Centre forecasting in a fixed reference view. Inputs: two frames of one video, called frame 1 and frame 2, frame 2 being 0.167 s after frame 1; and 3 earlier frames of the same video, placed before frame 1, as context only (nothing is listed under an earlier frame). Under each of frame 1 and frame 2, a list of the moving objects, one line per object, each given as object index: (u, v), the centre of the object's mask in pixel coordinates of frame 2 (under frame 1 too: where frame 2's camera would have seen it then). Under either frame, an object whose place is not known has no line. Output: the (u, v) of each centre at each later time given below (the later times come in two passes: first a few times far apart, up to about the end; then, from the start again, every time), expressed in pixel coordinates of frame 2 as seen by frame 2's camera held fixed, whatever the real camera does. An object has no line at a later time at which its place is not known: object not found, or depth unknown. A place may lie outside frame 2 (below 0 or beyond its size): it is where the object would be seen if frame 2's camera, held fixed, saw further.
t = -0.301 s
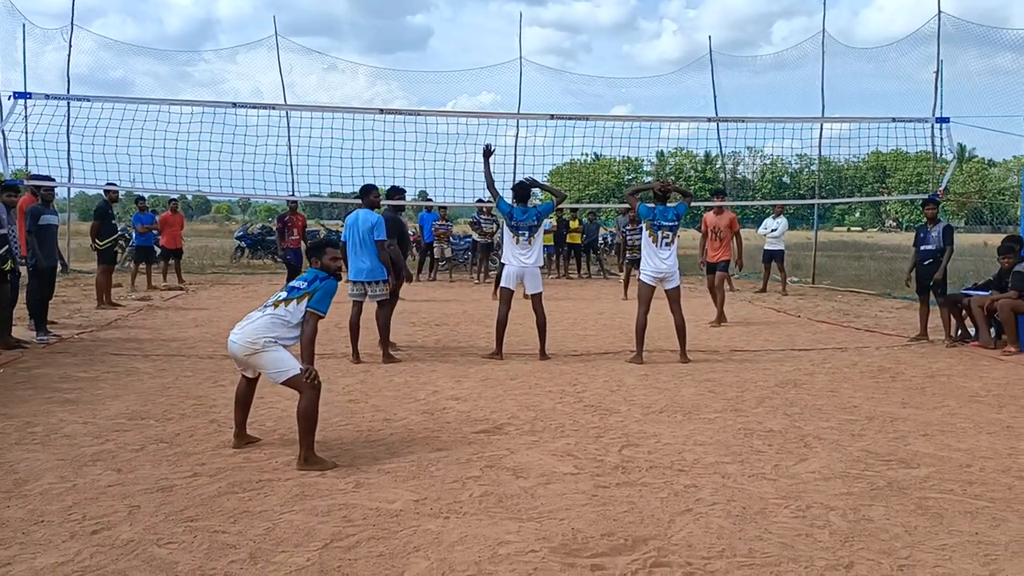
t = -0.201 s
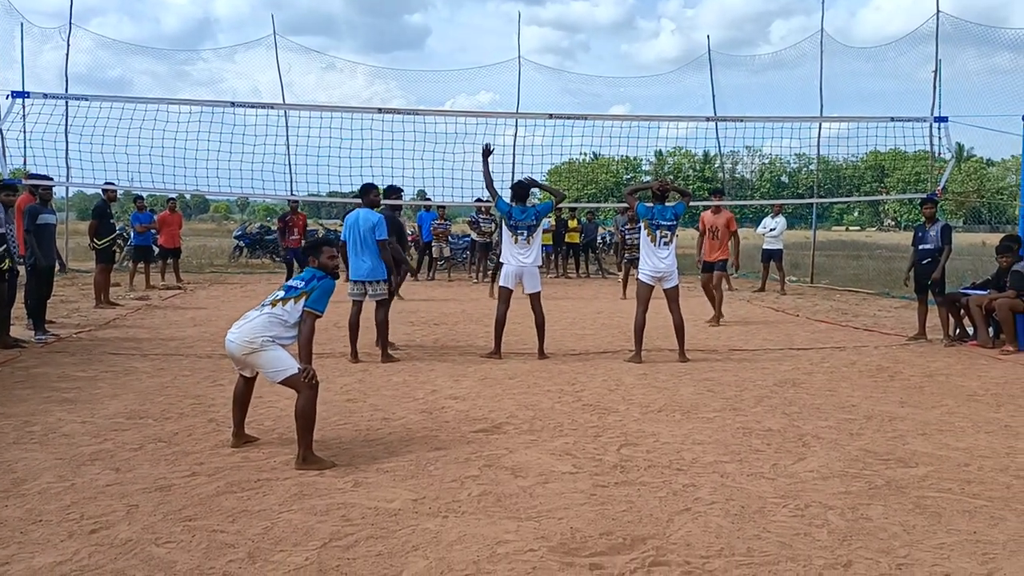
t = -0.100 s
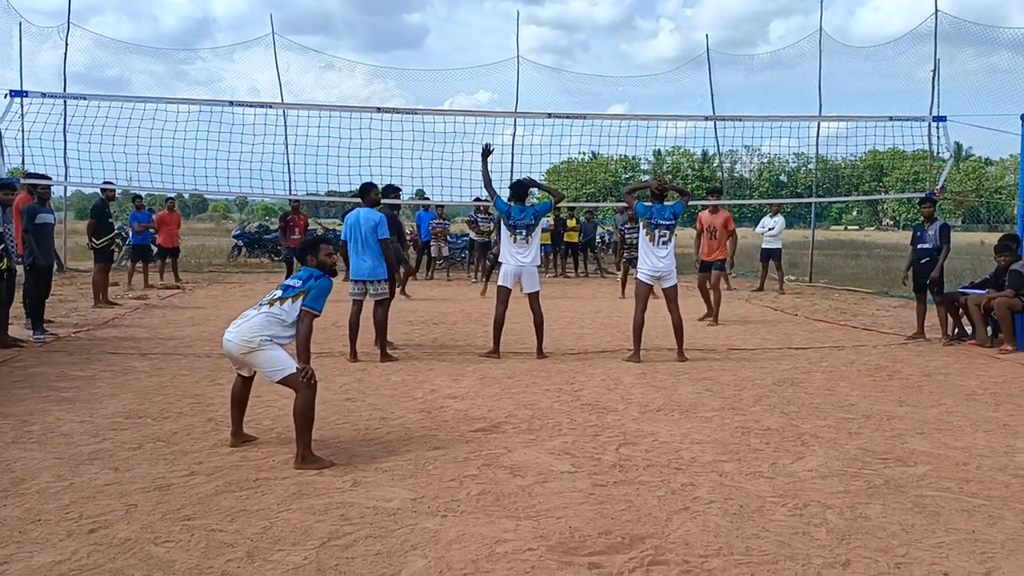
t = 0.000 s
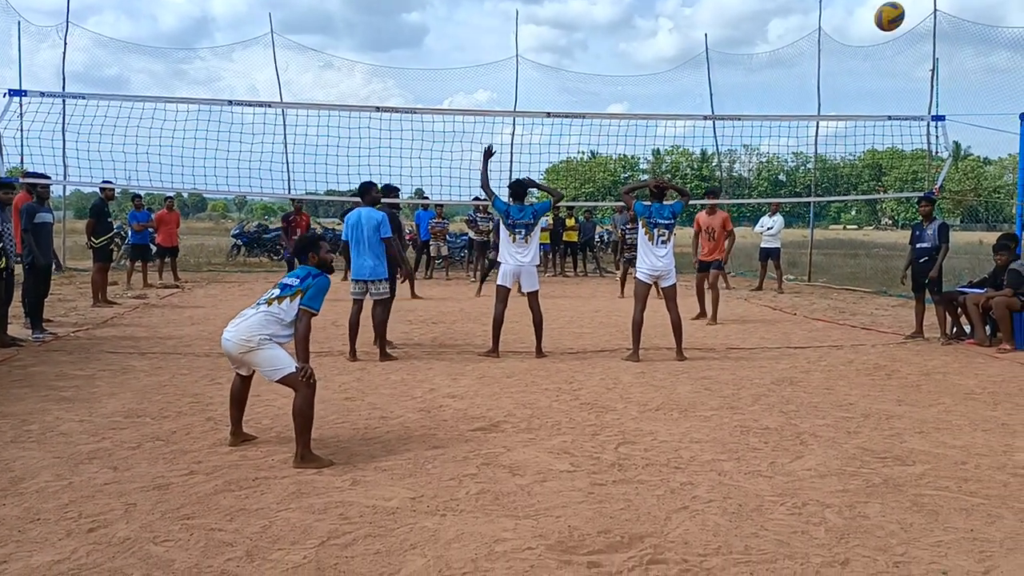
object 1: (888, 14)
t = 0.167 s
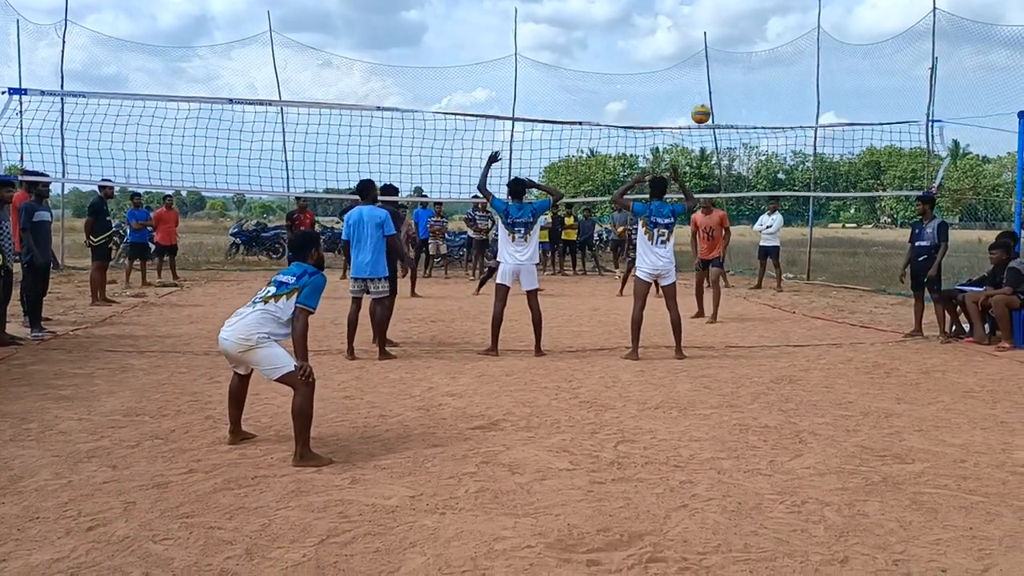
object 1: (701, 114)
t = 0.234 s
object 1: (674, 120)
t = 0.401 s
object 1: (621, 151)
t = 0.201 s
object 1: (687, 116)
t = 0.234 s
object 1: (674, 120)
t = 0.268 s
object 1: (662, 125)
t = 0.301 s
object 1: (650, 130)
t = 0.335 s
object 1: (640, 137)
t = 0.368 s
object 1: (630, 143)
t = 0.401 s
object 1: (621, 151)
